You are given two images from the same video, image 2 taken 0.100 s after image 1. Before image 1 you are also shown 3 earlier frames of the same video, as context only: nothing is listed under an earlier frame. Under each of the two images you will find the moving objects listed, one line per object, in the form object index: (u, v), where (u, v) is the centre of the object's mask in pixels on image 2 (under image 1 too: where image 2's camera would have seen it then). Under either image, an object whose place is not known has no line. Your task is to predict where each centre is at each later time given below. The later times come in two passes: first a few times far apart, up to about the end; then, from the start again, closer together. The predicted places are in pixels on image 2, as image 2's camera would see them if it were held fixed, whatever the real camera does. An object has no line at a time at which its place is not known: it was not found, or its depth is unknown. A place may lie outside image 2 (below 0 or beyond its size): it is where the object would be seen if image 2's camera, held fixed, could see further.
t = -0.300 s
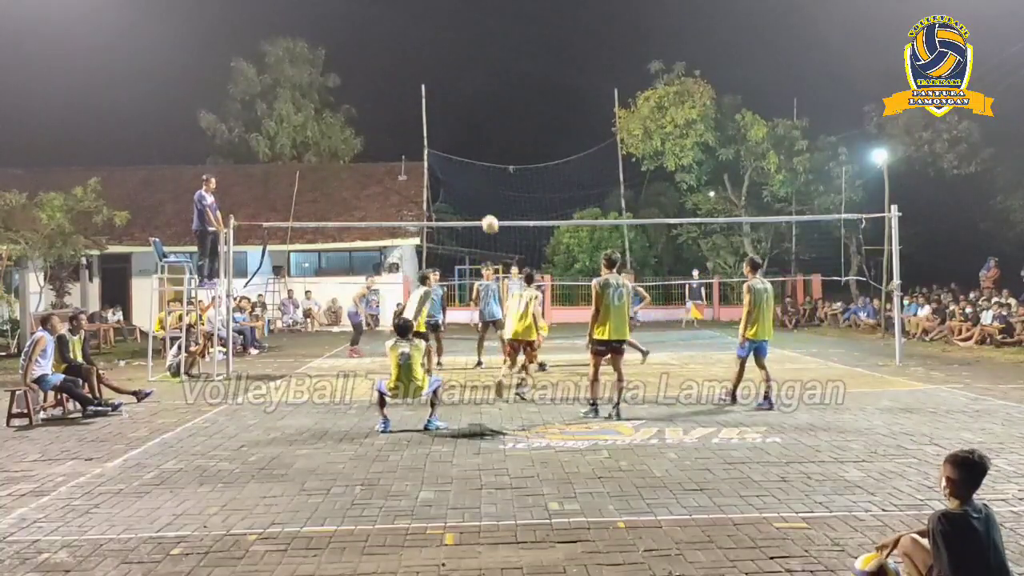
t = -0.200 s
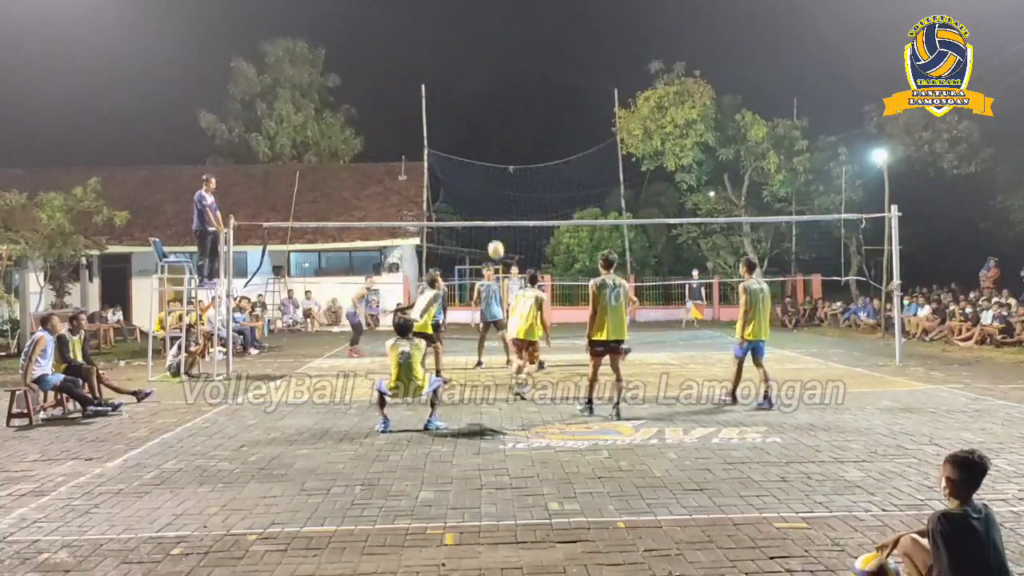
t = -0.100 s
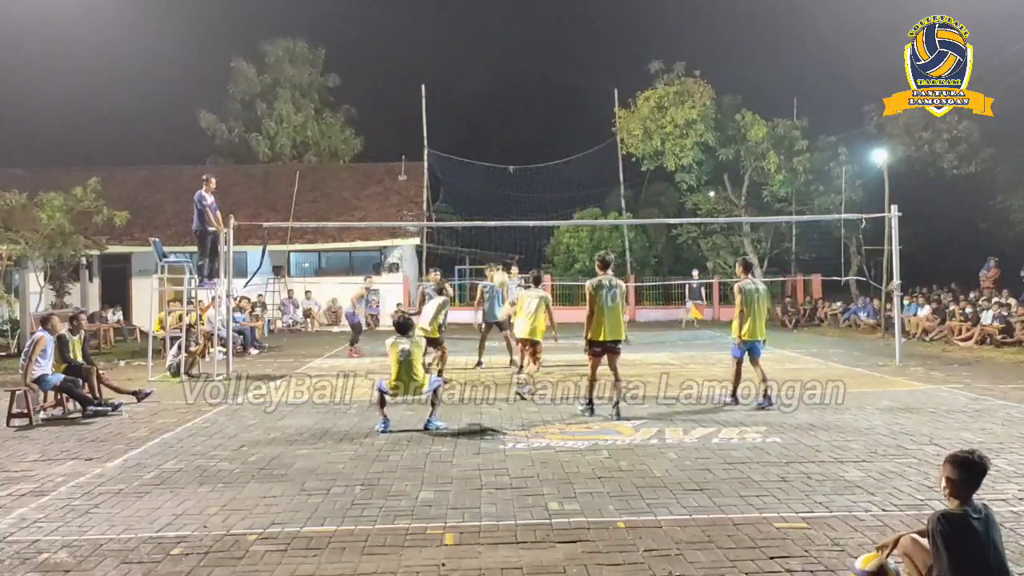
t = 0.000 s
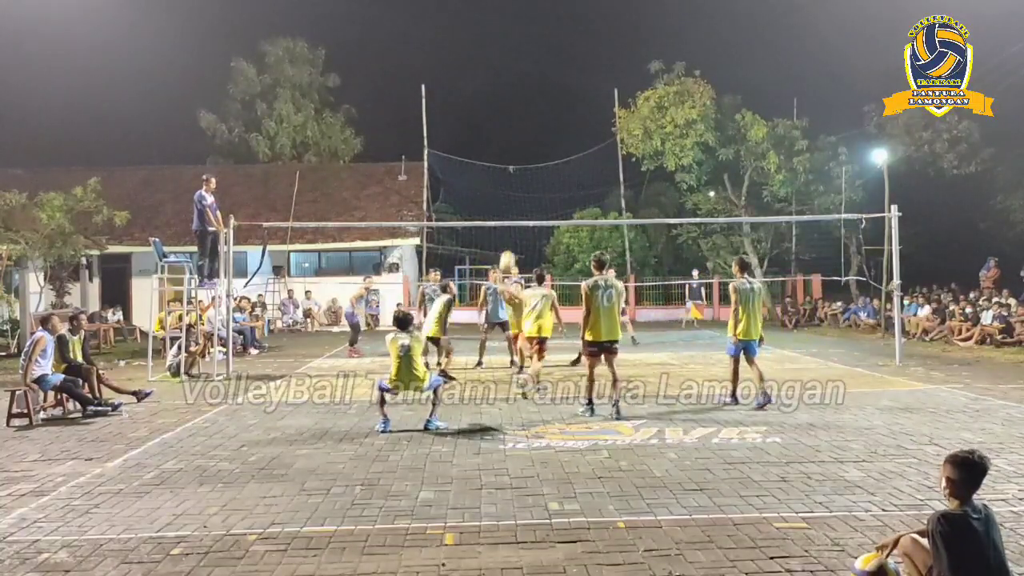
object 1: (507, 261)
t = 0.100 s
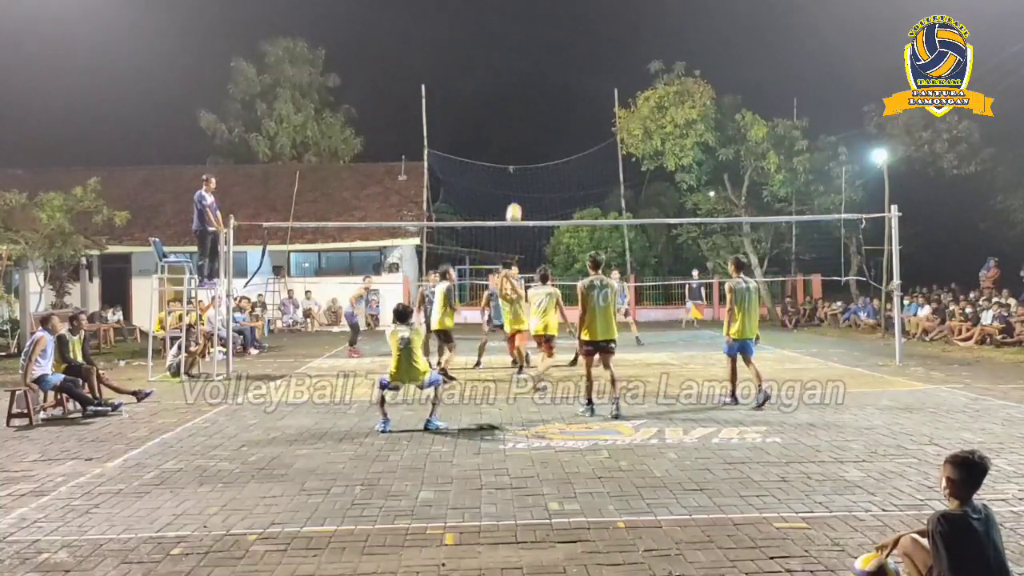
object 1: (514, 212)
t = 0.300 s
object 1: (526, 140)
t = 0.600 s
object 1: (545, 81)
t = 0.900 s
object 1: (564, 80)
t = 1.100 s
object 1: (576, 111)
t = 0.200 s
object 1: (520, 173)
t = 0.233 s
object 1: (522, 161)
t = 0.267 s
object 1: (524, 150)
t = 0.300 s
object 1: (526, 140)
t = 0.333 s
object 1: (529, 130)
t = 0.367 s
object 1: (530, 121)
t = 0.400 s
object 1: (533, 113)
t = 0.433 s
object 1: (535, 106)
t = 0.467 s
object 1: (537, 99)
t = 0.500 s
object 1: (539, 93)
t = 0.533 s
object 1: (541, 88)
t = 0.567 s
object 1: (543, 84)
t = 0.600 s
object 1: (545, 81)
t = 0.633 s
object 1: (547, 78)
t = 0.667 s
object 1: (549, 76)
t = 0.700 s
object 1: (551, 74)
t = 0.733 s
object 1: (553, 74)
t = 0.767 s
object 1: (555, 74)
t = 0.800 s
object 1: (558, 74)
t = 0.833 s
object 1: (560, 76)
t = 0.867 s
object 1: (562, 78)
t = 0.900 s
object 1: (564, 80)
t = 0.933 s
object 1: (566, 84)
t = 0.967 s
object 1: (568, 88)
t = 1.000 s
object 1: (570, 93)
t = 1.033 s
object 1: (572, 98)
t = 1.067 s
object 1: (574, 104)
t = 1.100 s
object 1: (576, 111)
